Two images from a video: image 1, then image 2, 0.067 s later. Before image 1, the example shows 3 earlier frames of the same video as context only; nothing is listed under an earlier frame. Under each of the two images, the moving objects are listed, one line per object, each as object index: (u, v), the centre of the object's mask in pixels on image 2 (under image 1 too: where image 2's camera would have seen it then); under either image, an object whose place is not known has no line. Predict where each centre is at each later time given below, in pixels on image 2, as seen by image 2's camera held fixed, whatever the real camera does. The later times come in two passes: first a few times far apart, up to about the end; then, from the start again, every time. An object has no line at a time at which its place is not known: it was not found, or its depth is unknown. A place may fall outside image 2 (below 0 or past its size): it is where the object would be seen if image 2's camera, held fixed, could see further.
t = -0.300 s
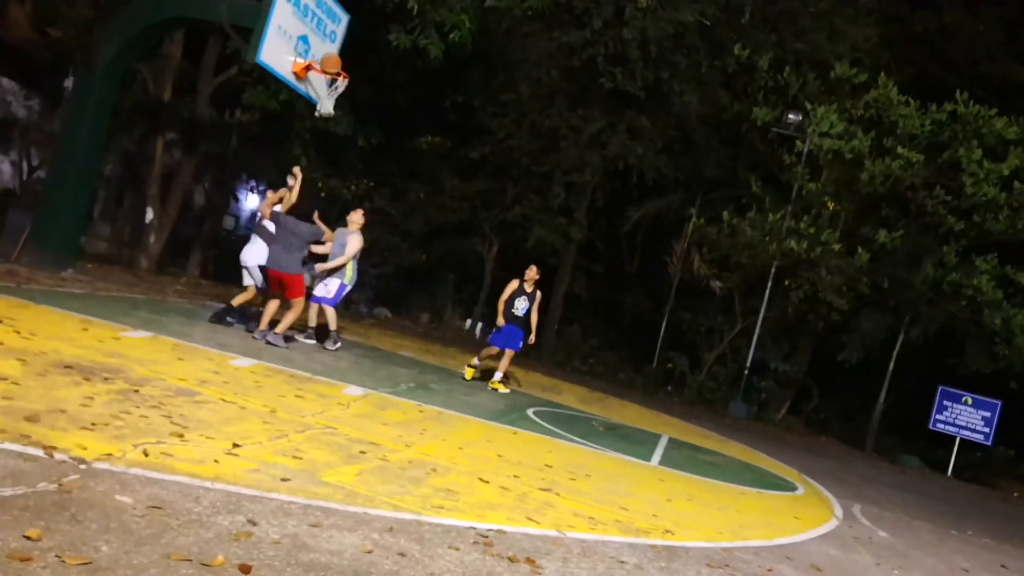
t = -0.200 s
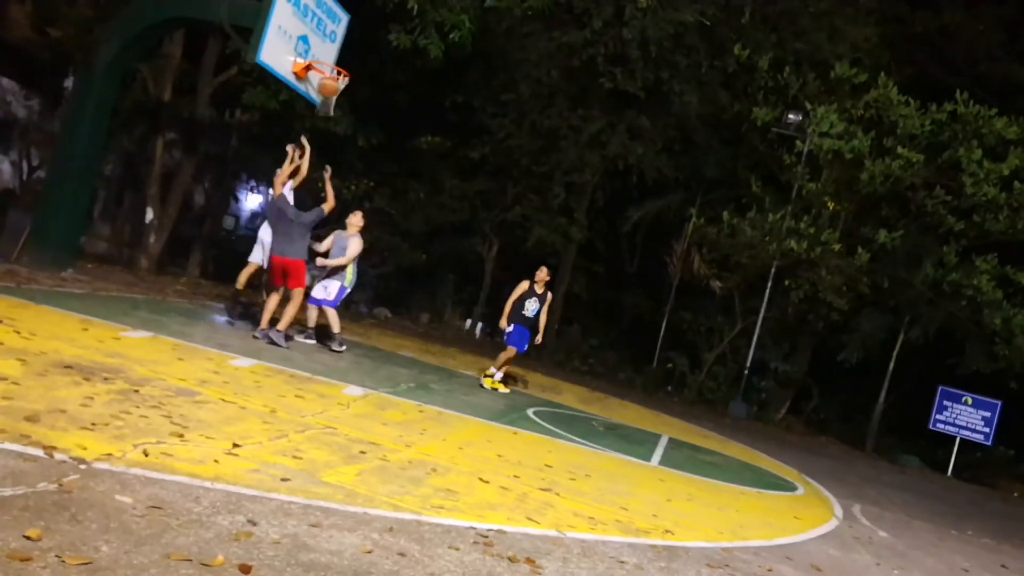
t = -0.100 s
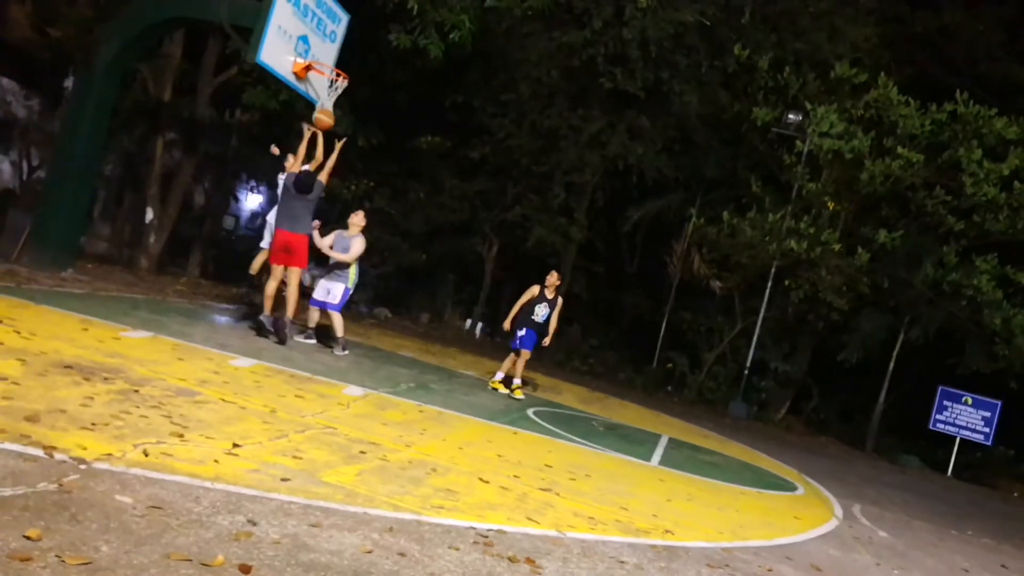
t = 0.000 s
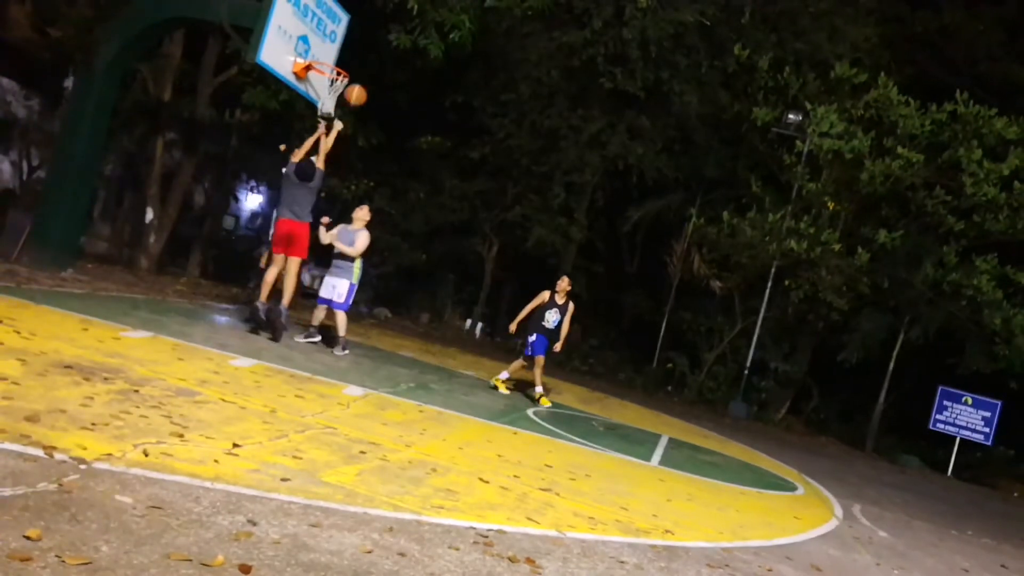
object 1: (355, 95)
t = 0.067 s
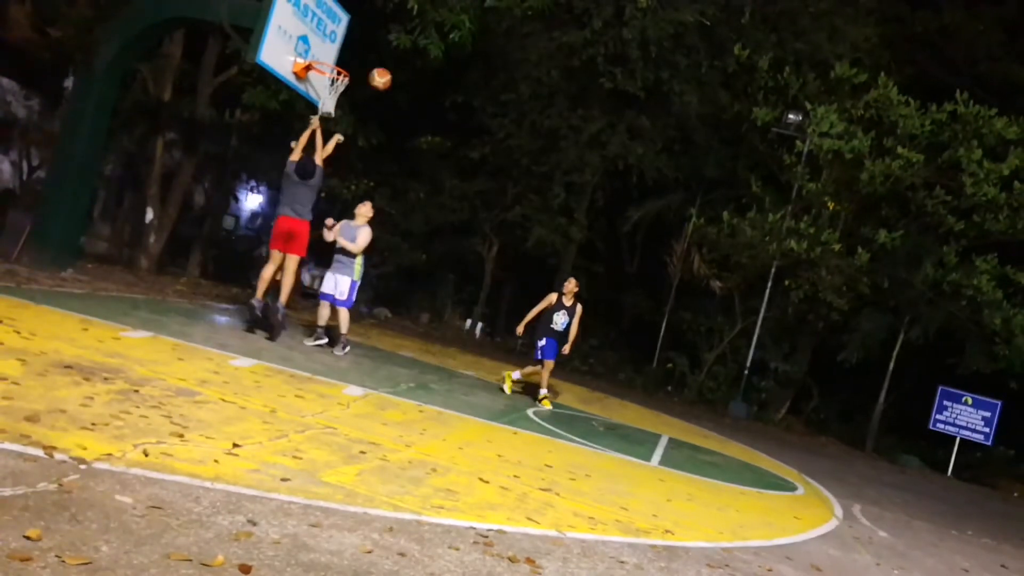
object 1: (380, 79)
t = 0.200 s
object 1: (427, 59)
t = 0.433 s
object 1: (497, 60)
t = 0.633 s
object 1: (546, 99)
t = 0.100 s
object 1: (392, 72)
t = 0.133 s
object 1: (404, 67)
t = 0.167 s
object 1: (416, 63)
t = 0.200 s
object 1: (427, 59)
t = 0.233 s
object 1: (438, 56)
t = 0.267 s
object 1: (449, 54)
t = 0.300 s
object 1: (459, 53)
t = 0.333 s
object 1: (469, 54)
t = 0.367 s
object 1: (479, 55)
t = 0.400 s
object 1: (488, 57)
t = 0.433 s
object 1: (497, 60)
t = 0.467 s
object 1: (506, 64)
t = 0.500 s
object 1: (515, 69)
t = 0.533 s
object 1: (523, 75)
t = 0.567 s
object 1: (531, 83)
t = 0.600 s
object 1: (538, 91)
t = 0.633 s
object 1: (546, 99)
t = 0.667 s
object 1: (553, 108)
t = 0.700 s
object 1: (557, 113)
